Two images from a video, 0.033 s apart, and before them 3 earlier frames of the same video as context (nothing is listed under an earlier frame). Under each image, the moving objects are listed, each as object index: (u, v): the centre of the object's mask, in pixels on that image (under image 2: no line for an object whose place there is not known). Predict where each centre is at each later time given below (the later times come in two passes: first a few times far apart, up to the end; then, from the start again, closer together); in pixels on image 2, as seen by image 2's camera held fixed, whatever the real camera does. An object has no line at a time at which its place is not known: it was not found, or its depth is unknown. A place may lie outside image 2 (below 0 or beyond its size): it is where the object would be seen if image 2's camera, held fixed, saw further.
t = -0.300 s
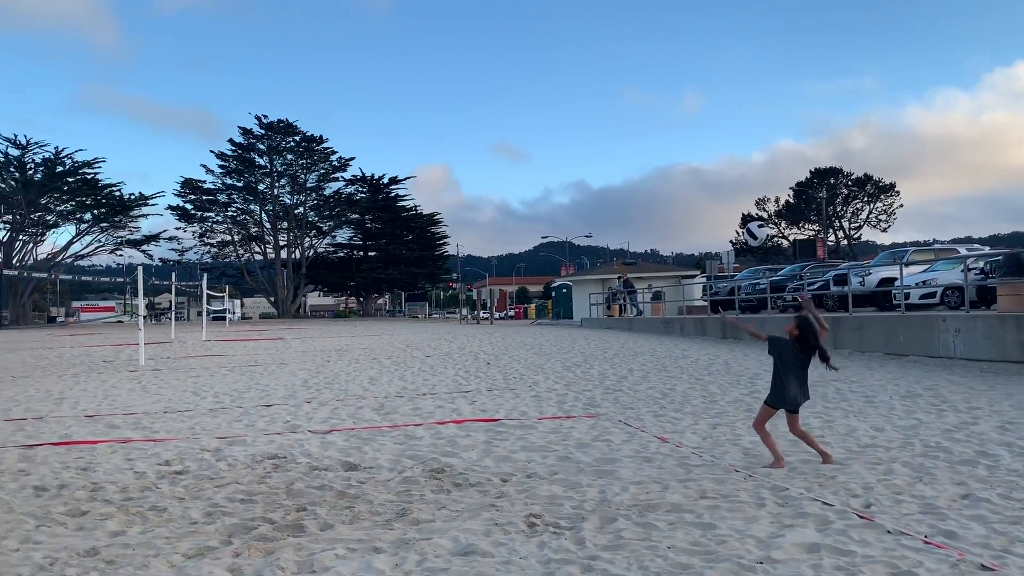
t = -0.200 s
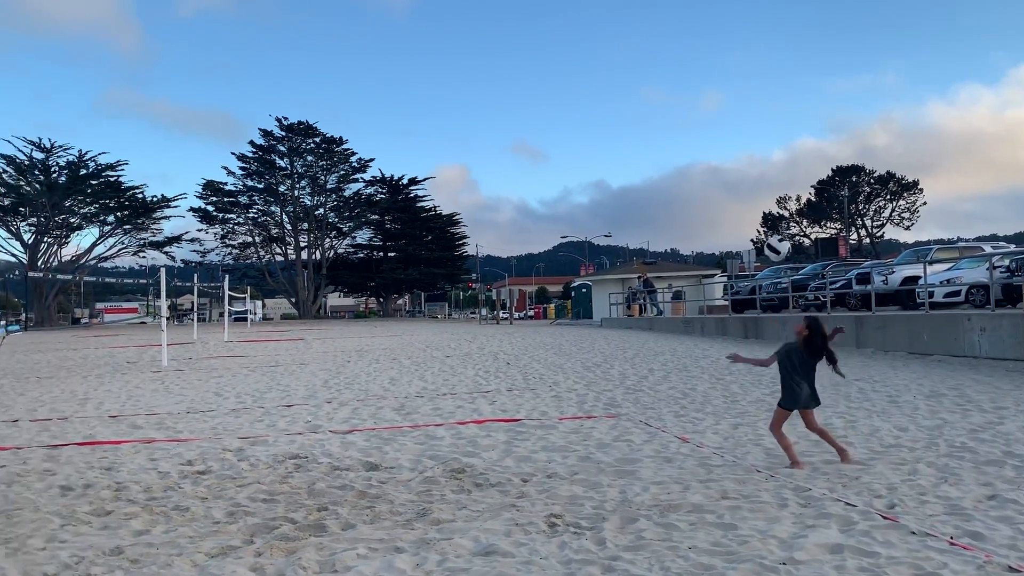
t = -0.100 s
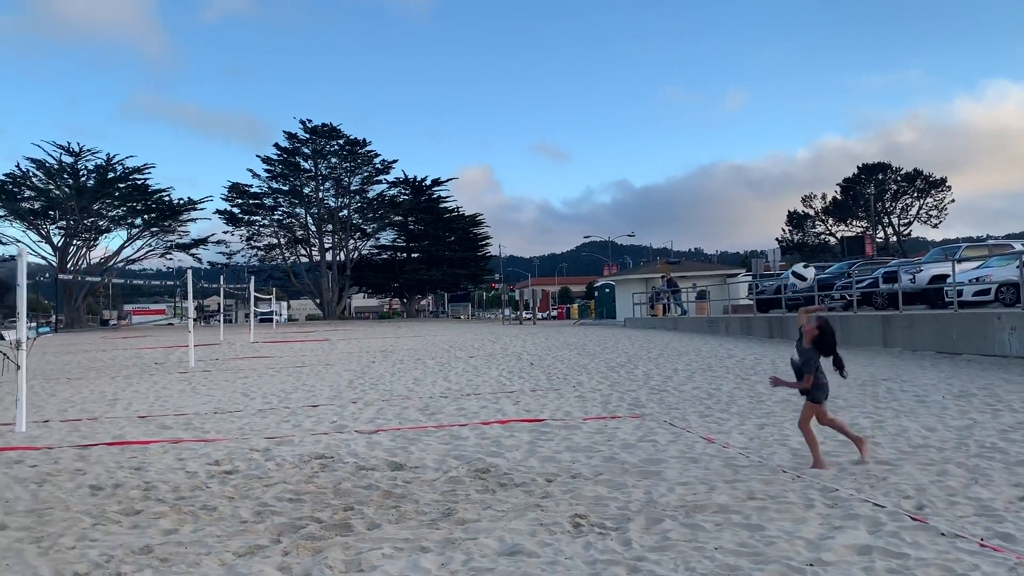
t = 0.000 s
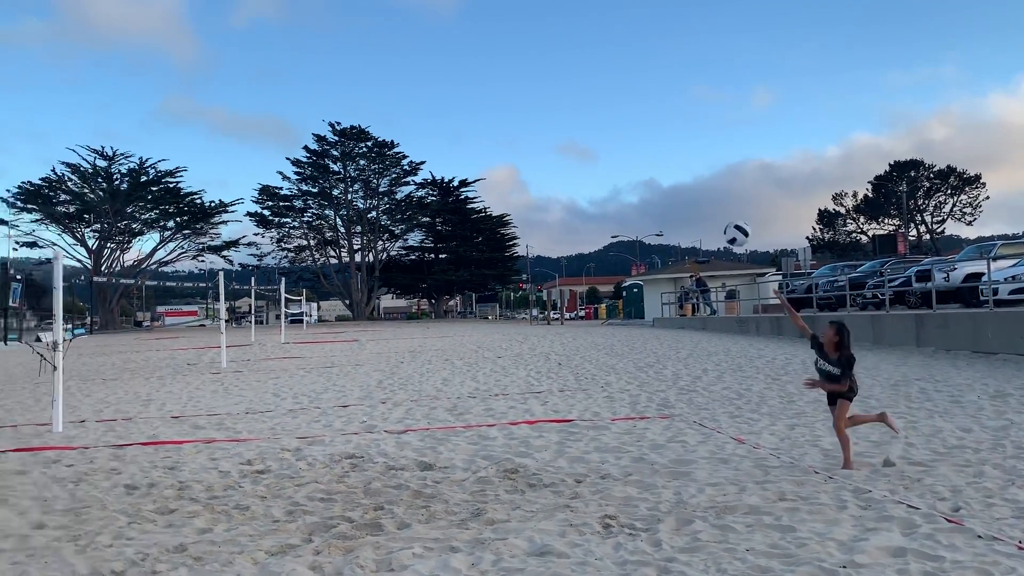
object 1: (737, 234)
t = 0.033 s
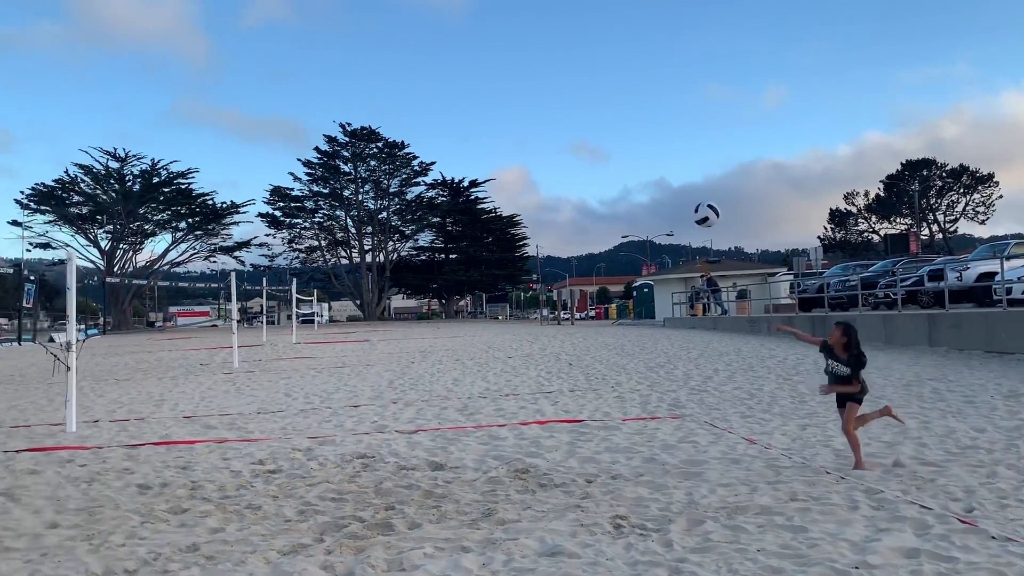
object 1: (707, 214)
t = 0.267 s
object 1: (417, 111)
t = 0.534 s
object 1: (71, 71)
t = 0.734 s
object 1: (-199, 98)
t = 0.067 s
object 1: (665, 196)
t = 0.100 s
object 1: (624, 179)
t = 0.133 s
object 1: (583, 164)
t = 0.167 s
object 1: (541, 149)
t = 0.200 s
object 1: (500, 135)
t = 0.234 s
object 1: (459, 123)
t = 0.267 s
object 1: (417, 111)
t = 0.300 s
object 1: (376, 101)
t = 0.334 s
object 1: (335, 92)
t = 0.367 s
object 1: (292, 85)
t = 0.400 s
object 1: (248, 80)
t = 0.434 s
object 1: (205, 75)
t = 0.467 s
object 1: (161, 73)
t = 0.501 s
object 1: (116, 72)
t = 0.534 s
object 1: (71, 71)
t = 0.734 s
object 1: (-199, 98)
